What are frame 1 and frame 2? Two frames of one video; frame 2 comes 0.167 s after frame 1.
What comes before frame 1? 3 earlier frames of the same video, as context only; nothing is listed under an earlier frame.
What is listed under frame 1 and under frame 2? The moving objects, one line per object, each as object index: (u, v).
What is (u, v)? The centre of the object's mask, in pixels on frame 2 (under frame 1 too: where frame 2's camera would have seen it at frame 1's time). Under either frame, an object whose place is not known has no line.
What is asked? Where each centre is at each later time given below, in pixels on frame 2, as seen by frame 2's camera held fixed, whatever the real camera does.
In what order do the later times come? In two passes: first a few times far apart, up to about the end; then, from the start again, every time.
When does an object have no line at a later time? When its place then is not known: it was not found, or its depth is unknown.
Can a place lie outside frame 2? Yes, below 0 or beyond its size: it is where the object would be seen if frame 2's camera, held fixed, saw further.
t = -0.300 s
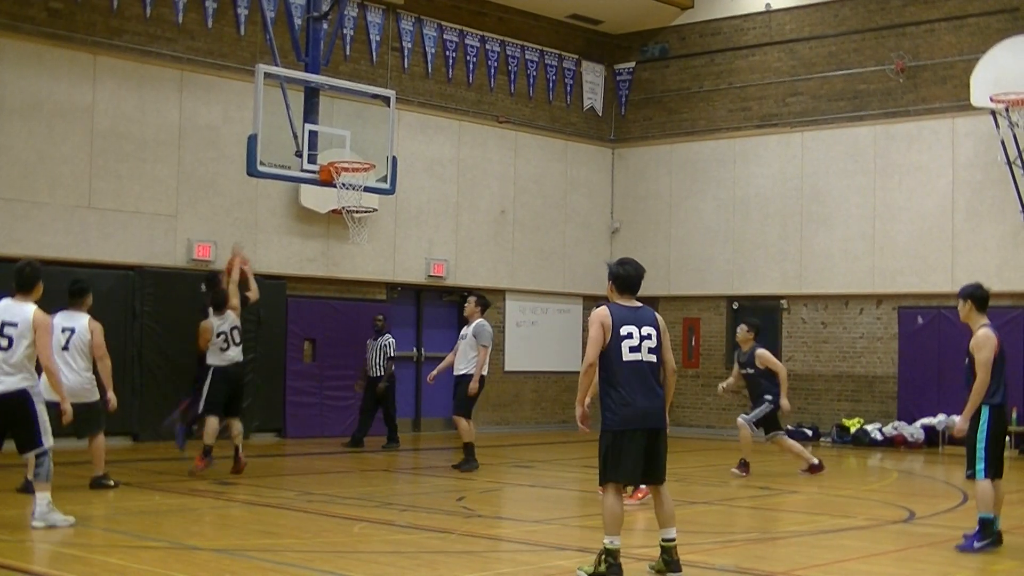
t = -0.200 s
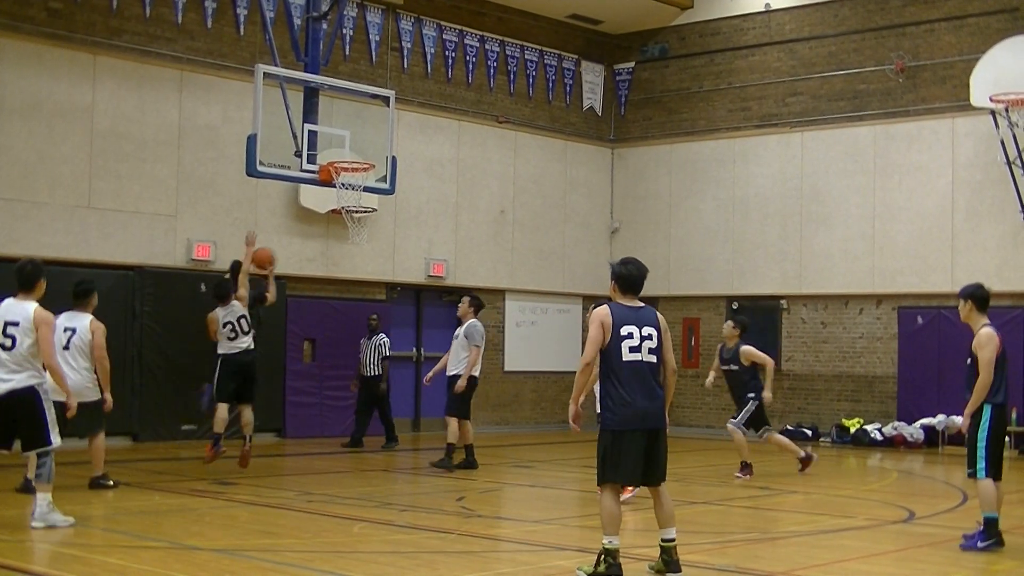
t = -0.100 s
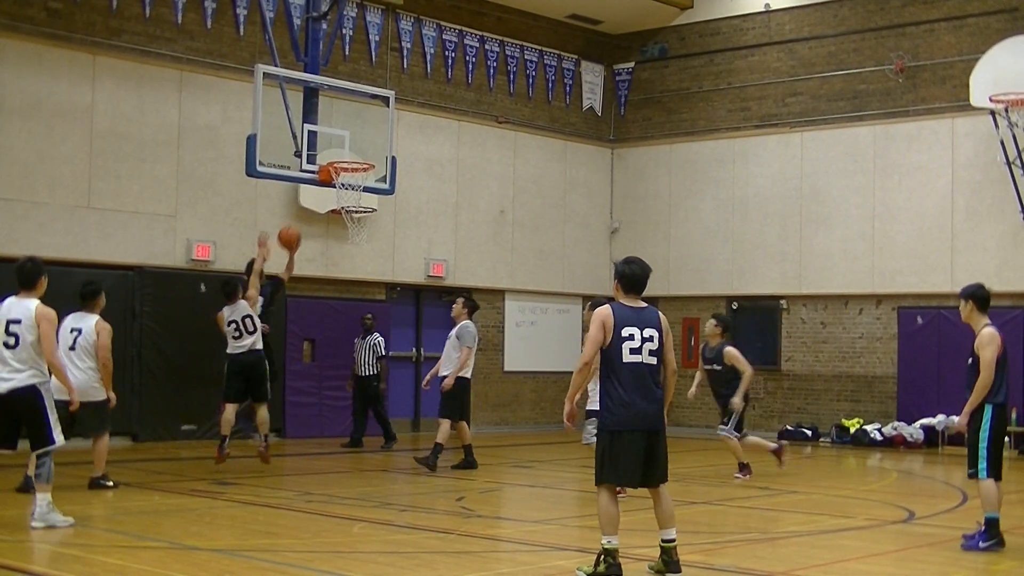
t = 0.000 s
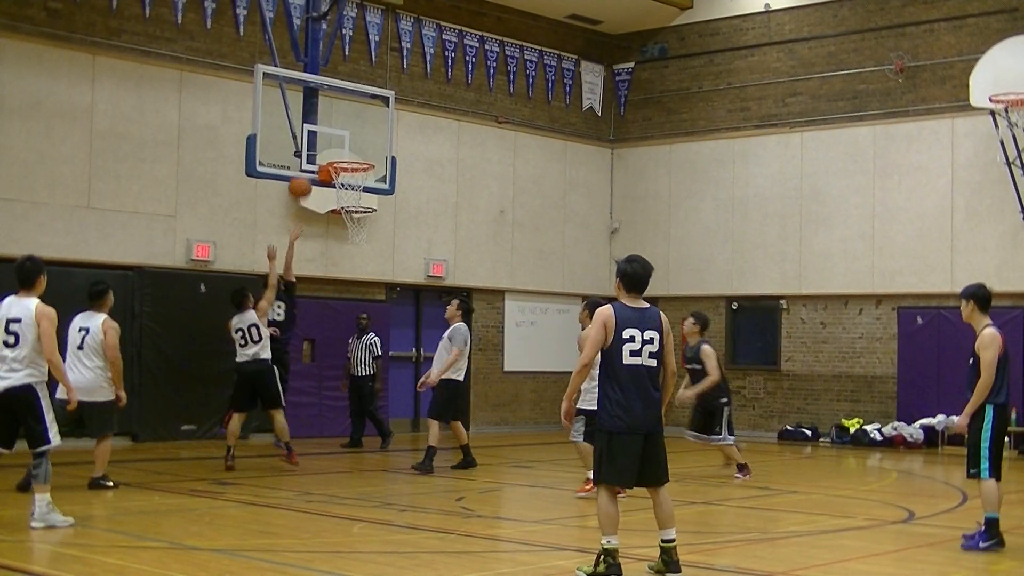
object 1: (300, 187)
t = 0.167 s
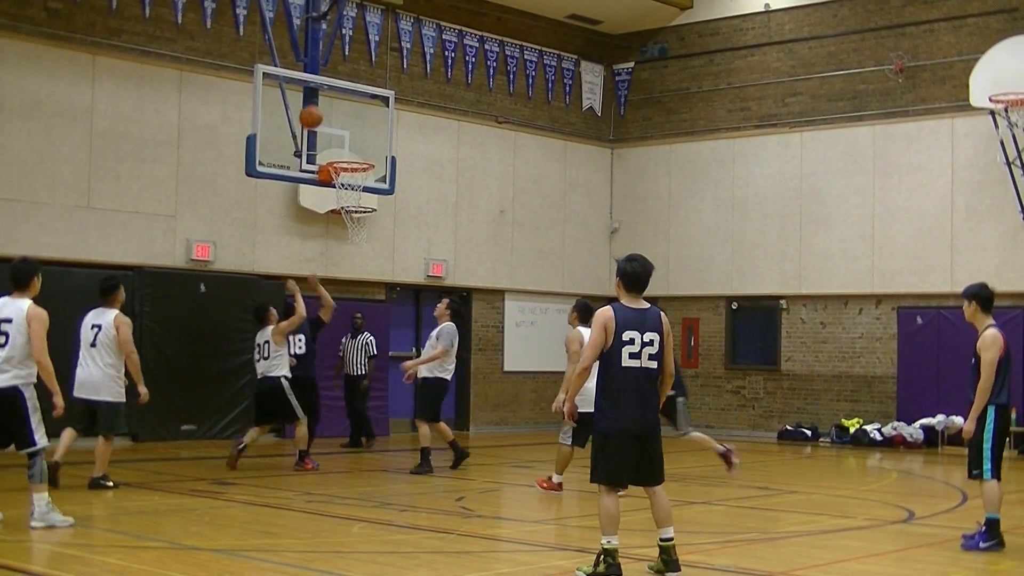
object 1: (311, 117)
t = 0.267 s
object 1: (315, 90)
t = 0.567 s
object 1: (344, 73)
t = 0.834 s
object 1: (367, 133)
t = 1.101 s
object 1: (417, 170)
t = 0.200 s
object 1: (312, 107)
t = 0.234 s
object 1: (314, 98)
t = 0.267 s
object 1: (315, 90)
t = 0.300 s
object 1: (318, 82)
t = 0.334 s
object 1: (321, 76)
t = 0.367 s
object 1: (324, 72)
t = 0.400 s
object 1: (327, 69)
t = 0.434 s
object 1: (331, 68)
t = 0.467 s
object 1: (334, 68)
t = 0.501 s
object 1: (337, 69)
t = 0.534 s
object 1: (340, 70)
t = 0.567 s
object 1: (344, 73)
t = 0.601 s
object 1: (346, 76)
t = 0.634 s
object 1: (349, 81)
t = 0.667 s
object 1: (353, 88)
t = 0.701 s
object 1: (356, 94)
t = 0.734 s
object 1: (358, 103)
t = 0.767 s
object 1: (362, 112)
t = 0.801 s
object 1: (364, 122)
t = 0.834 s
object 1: (367, 133)
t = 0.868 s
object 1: (370, 146)
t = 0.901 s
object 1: (373, 157)
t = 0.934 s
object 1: (379, 160)
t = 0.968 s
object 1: (387, 160)
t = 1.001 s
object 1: (395, 161)
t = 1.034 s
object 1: (403, 163)
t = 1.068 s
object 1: (410, 165)
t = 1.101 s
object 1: (417, 170)
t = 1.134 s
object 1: (425, 175)
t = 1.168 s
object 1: (432, 181)
